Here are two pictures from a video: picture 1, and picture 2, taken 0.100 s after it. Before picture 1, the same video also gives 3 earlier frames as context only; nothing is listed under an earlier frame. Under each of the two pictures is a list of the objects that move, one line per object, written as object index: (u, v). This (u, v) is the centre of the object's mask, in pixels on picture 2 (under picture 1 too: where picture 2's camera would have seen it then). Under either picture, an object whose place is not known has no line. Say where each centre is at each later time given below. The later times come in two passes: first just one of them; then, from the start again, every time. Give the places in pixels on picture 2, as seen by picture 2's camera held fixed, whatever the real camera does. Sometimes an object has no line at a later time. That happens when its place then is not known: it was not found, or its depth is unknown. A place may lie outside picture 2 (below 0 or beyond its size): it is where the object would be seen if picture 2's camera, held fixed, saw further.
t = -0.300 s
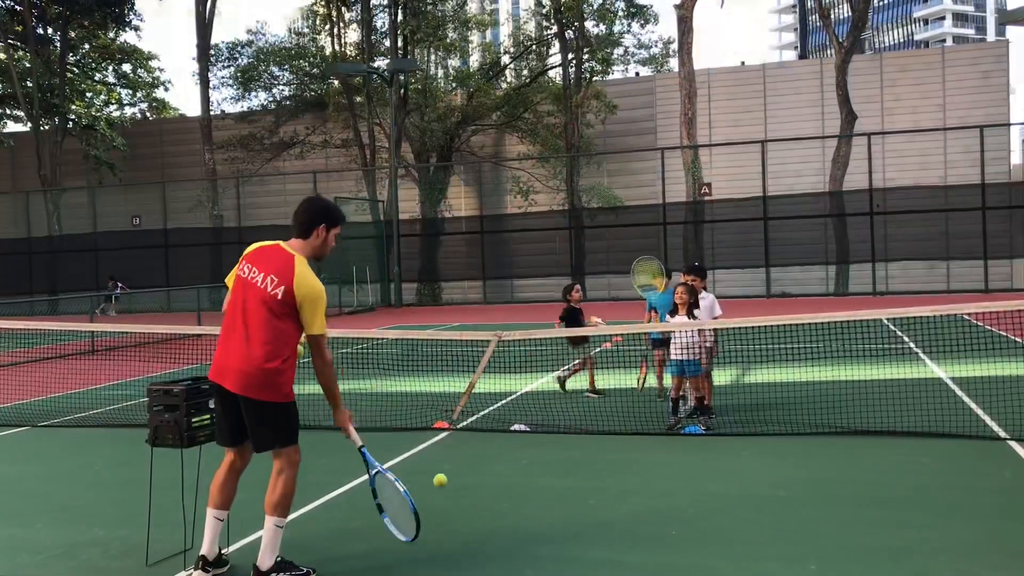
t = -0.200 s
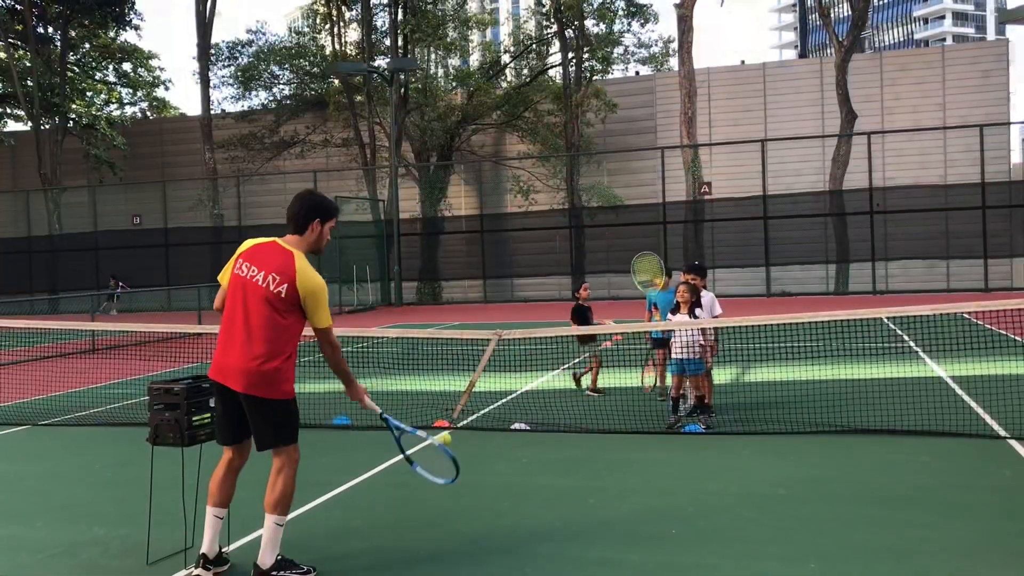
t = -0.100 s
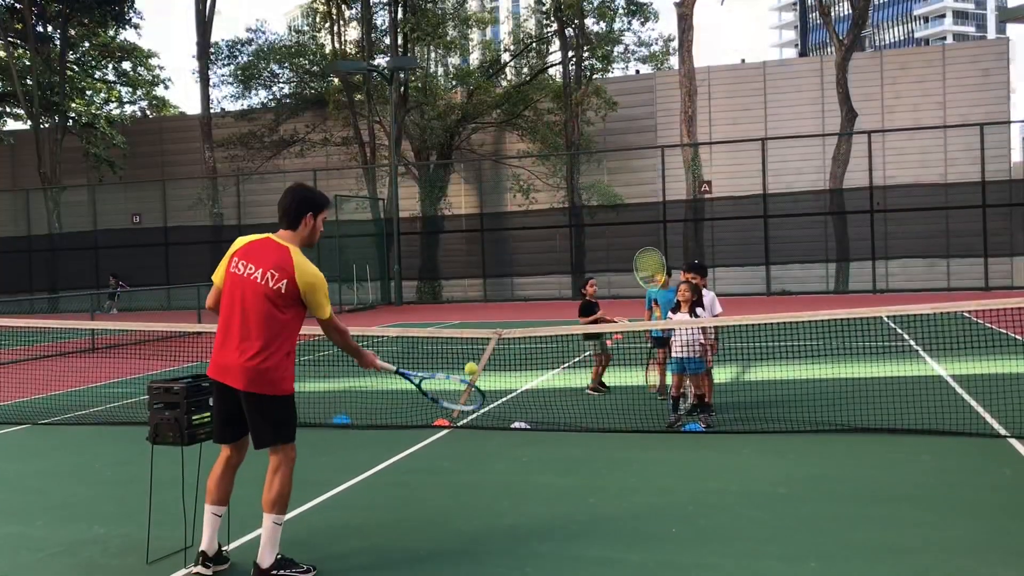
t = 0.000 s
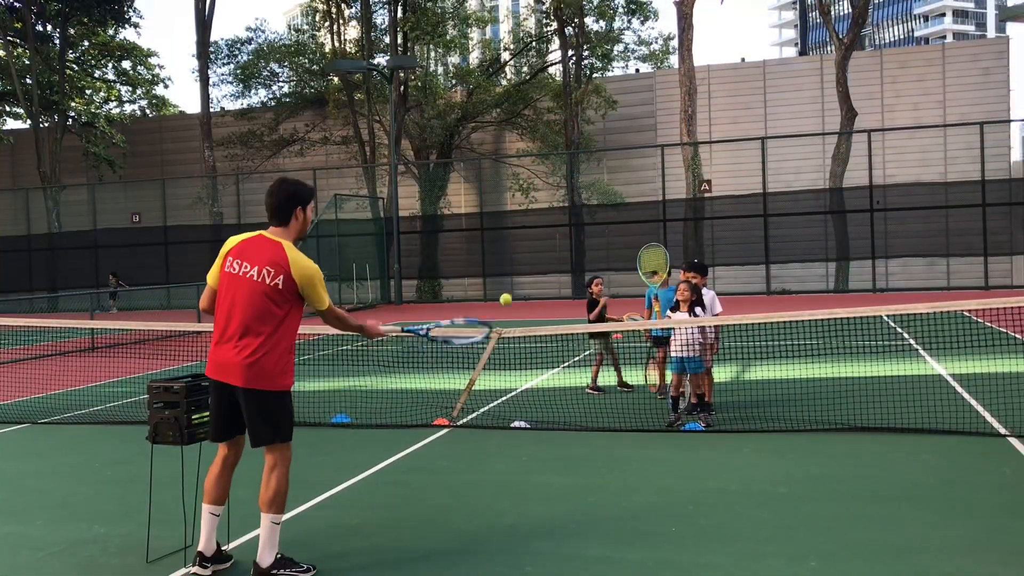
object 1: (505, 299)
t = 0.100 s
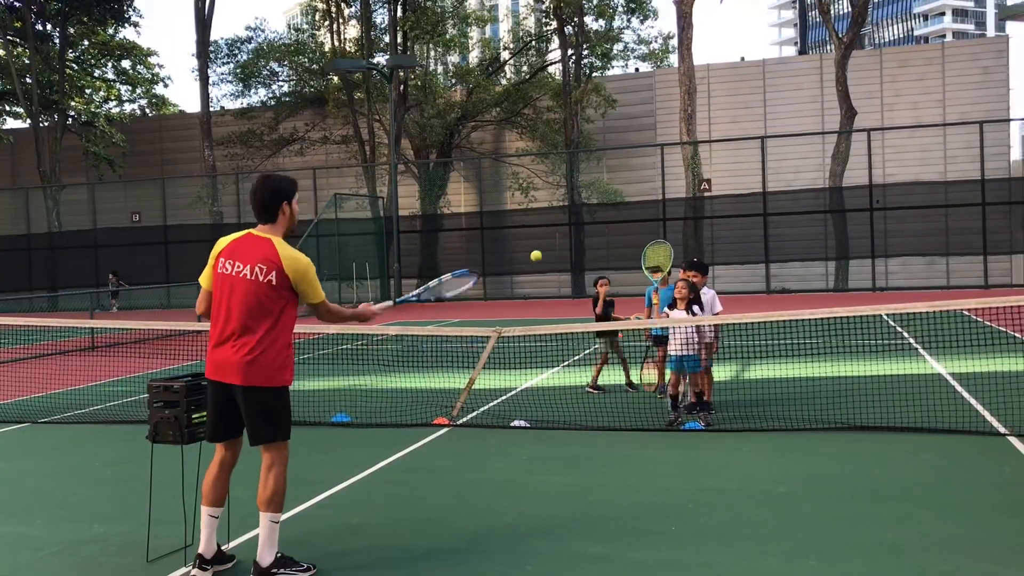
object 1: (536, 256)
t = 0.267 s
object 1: (580, 228)
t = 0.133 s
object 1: (545, 246)
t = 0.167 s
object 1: (554, 239)
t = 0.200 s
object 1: (563, 234)
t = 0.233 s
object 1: (571, 230)
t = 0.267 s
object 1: (580, 228)
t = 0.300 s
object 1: (588, 228)
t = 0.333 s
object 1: (595, 229)
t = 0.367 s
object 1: (603, 232)
